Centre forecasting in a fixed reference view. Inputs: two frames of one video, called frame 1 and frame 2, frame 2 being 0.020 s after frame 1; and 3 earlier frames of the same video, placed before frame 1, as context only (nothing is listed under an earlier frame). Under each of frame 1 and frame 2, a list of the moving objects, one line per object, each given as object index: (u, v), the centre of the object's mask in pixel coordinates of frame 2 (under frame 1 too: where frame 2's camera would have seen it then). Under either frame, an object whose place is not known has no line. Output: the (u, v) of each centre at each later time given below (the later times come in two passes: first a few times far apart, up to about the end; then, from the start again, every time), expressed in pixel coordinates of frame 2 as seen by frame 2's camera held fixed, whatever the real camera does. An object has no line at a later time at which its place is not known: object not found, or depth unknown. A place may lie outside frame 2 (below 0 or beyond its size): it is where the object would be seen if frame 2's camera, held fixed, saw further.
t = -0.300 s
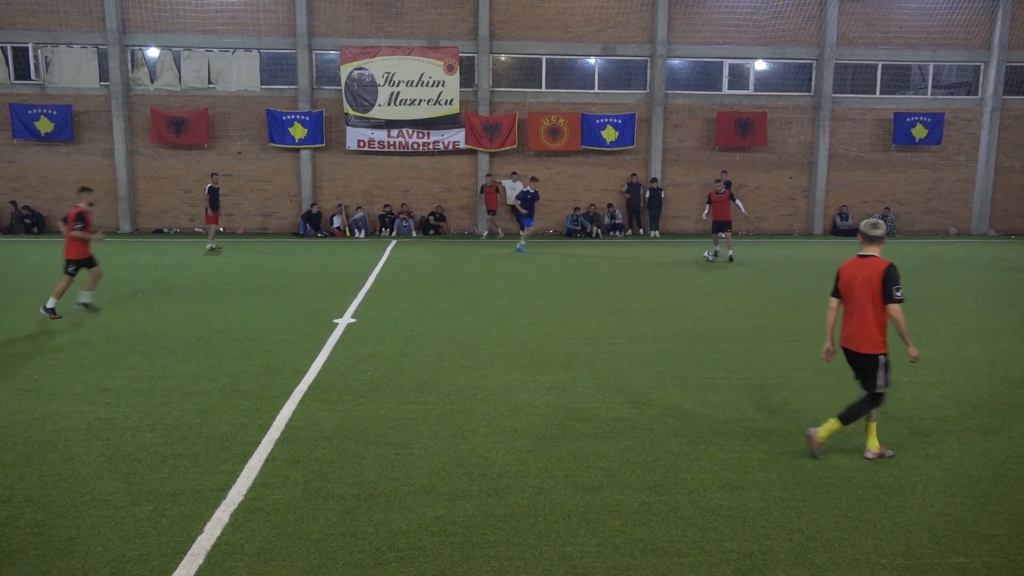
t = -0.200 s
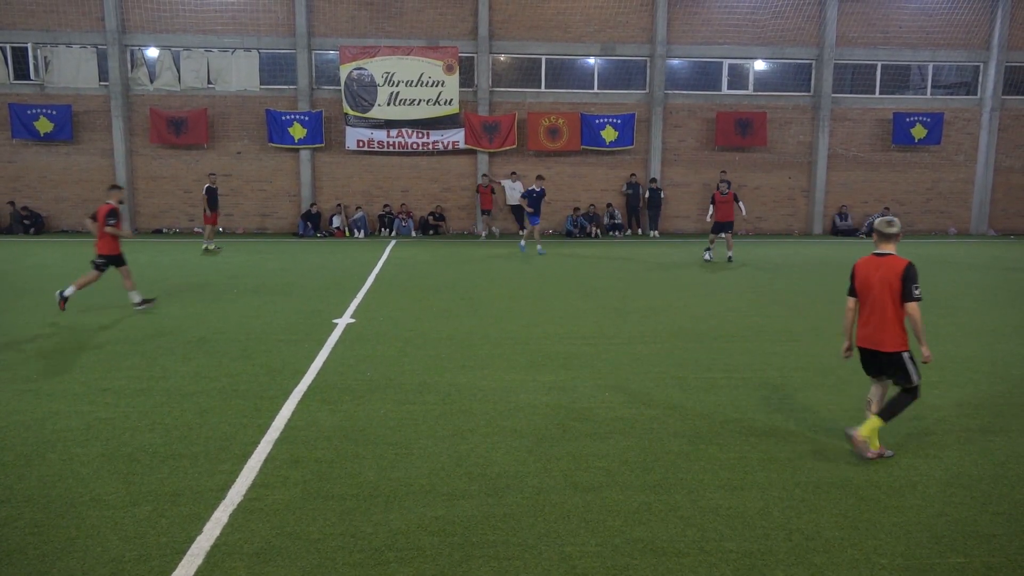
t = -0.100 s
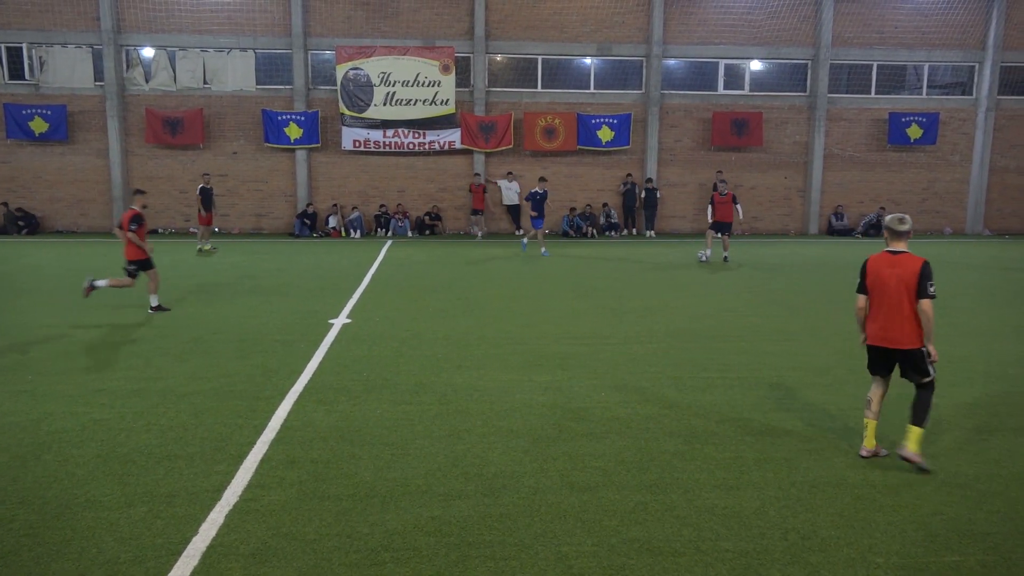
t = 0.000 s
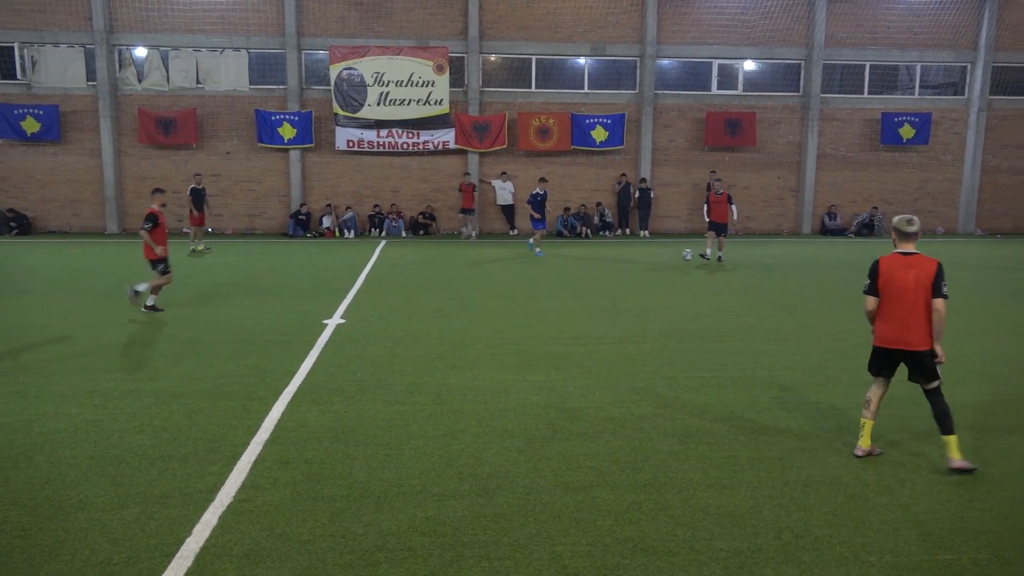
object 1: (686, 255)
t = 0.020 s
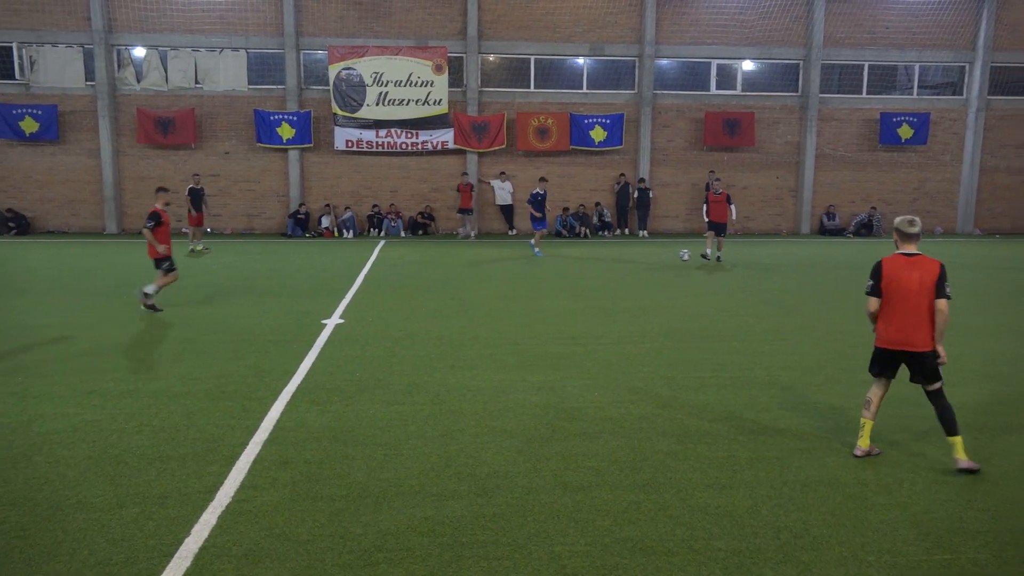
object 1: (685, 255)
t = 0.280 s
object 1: (657, 281)
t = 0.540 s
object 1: (620, 312)
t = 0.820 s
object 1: (565, 375)
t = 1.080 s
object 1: (506, 416)
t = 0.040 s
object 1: (683, 256)
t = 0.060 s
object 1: (681, 256)
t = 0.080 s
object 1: (679, 258)
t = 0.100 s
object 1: (677, 259)
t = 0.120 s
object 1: (675, 260)
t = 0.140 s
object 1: (673, 262)
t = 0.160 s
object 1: (672, 264)
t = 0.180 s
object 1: (670, 266)
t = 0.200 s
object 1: (667, 268)
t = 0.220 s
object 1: (665, 271)
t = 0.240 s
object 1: (663, 274)
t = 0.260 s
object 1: (660, 278)
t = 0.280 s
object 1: (657, 281)
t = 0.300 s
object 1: (655, 285)
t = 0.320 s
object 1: (652, 290)
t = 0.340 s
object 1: (649, 295)
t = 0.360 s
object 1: (645, 301)
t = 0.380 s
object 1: (642, 306)
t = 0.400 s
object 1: (639, 307)
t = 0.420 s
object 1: (637, 307)
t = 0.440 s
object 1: (634, 307)
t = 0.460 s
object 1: (632, 308)
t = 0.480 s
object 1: (629, 307)
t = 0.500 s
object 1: (625, 309)
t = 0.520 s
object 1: (623, 310)
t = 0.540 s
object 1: (620, 312)
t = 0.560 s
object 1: (616, 314)
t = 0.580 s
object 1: (613, 316)
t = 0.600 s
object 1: (610, 320)
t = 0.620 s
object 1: (607, 323)
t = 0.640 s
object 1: (603, 327)
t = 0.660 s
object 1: (599, 331)
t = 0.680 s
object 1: (595, 336)
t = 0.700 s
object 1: (591, 342)
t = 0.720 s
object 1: (587, 348)
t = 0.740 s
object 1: (582, 355)
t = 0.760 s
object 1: (578, 362)
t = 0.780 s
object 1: (573, 371)
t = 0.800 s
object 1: (569, 374)
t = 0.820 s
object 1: (565, 375)
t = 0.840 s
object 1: (562, 374)
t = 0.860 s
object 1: (558, 375)
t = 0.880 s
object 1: (554, 376)
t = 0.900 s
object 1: (551, 378)
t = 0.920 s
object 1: (546, 379)
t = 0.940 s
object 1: (541, 382)
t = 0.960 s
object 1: (537, 385)
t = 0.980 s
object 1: (532, 388)
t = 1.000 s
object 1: (527, 393)
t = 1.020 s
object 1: (523, 397)
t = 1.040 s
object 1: (517, 403)
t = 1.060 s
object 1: (512, 408)
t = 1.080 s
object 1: (506, 416)
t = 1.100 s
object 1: (501, 426)
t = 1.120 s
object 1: (495, 434)
